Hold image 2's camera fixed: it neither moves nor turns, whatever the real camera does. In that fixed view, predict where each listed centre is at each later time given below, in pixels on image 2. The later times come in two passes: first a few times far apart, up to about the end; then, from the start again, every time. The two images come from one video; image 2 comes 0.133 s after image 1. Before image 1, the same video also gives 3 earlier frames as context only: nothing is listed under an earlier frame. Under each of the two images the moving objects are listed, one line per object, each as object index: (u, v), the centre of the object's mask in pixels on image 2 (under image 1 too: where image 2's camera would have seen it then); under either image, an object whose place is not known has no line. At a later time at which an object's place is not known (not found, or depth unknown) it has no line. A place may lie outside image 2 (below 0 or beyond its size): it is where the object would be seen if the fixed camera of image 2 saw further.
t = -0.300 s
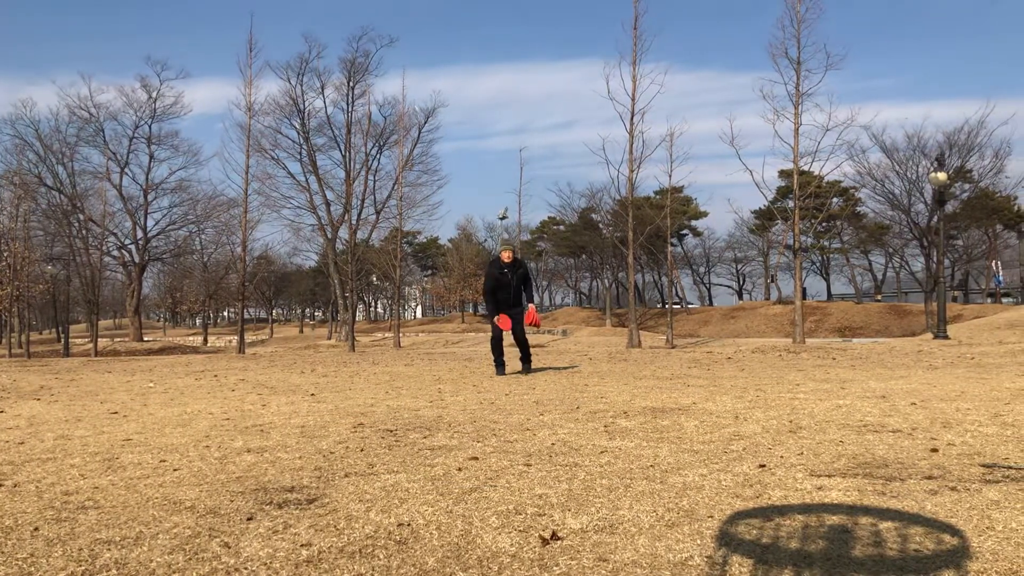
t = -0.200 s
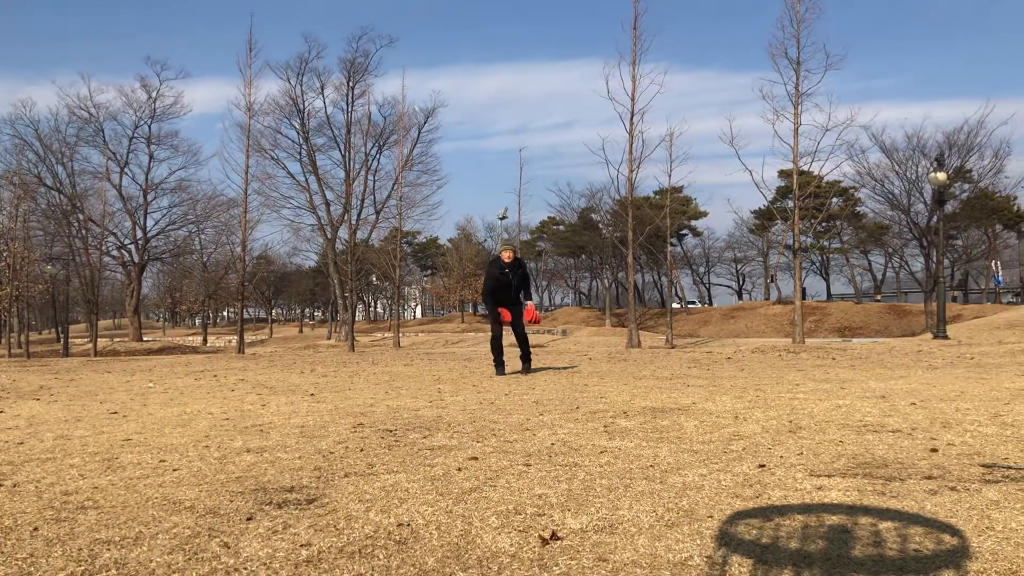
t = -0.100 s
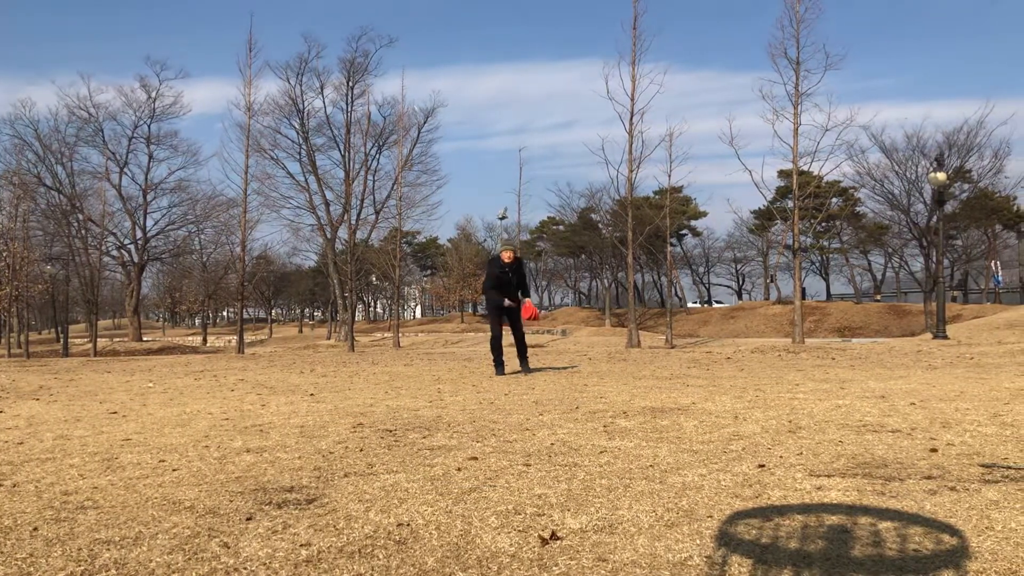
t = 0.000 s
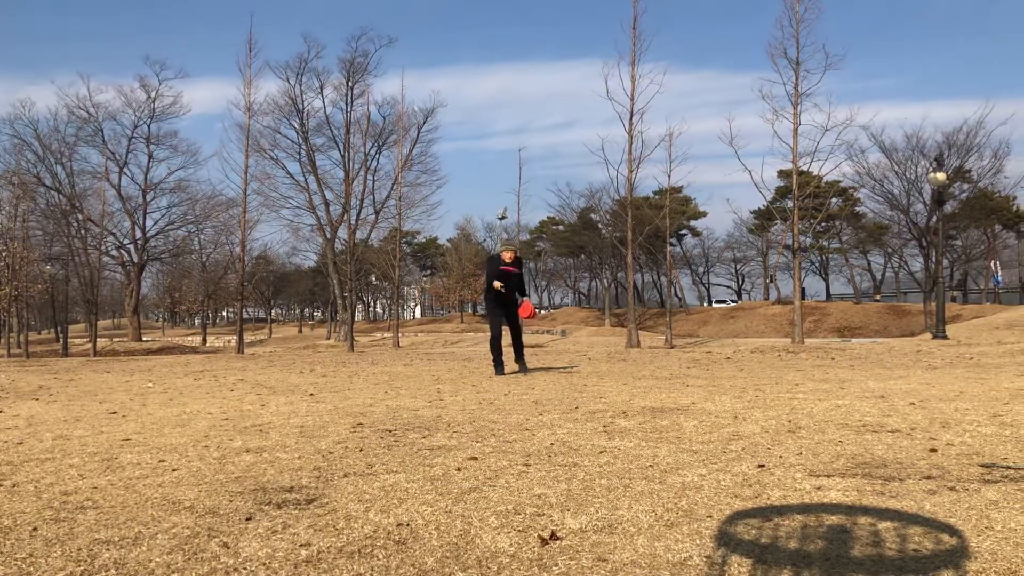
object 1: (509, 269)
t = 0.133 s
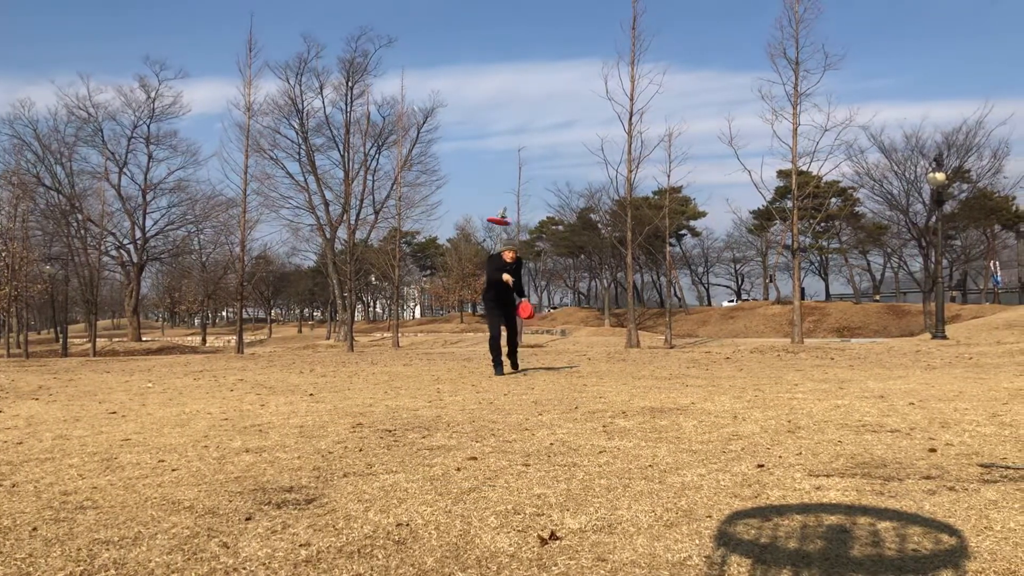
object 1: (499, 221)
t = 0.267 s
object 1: (485, 176)
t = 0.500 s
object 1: (447, 90)
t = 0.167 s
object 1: (495, 210)
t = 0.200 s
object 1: (492, 198)
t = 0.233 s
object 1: (489, 187)
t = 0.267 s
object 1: (485, 176)
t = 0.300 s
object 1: (480, 164)
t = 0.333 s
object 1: (476, 152)
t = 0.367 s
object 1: (471, 140)
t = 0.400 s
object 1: (466, 129)
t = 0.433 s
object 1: (460, 116)
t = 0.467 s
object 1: (454, 103)
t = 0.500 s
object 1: (447, 90)
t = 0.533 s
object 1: (439, 75)
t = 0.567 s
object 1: (430, 58)
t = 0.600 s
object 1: (421, 40)
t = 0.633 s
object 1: (411, 19)
